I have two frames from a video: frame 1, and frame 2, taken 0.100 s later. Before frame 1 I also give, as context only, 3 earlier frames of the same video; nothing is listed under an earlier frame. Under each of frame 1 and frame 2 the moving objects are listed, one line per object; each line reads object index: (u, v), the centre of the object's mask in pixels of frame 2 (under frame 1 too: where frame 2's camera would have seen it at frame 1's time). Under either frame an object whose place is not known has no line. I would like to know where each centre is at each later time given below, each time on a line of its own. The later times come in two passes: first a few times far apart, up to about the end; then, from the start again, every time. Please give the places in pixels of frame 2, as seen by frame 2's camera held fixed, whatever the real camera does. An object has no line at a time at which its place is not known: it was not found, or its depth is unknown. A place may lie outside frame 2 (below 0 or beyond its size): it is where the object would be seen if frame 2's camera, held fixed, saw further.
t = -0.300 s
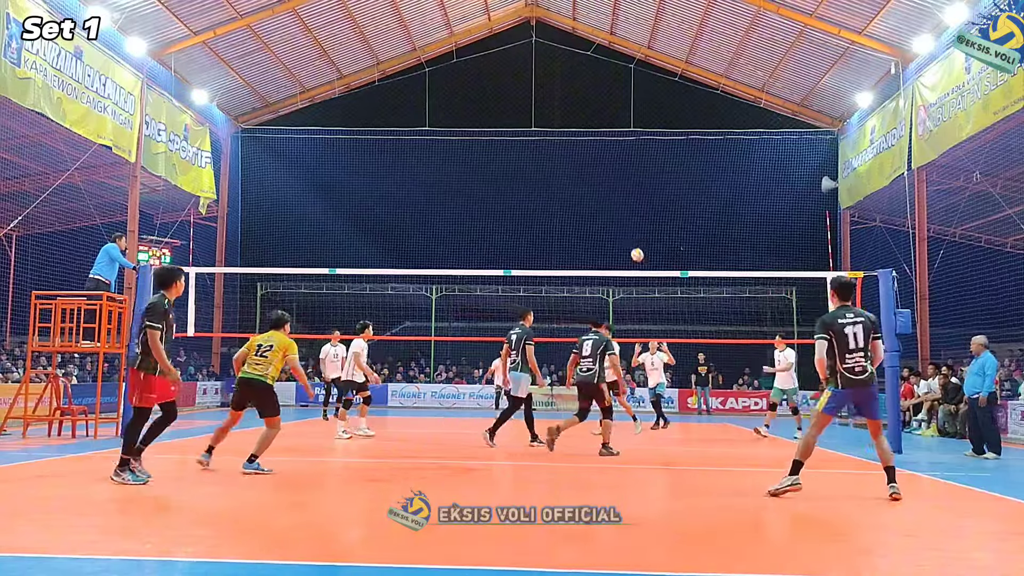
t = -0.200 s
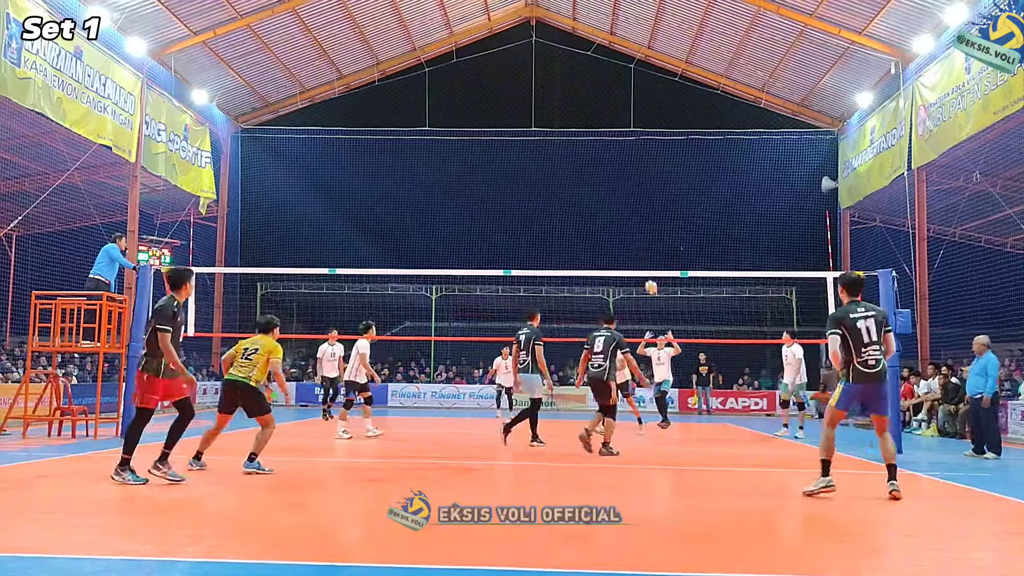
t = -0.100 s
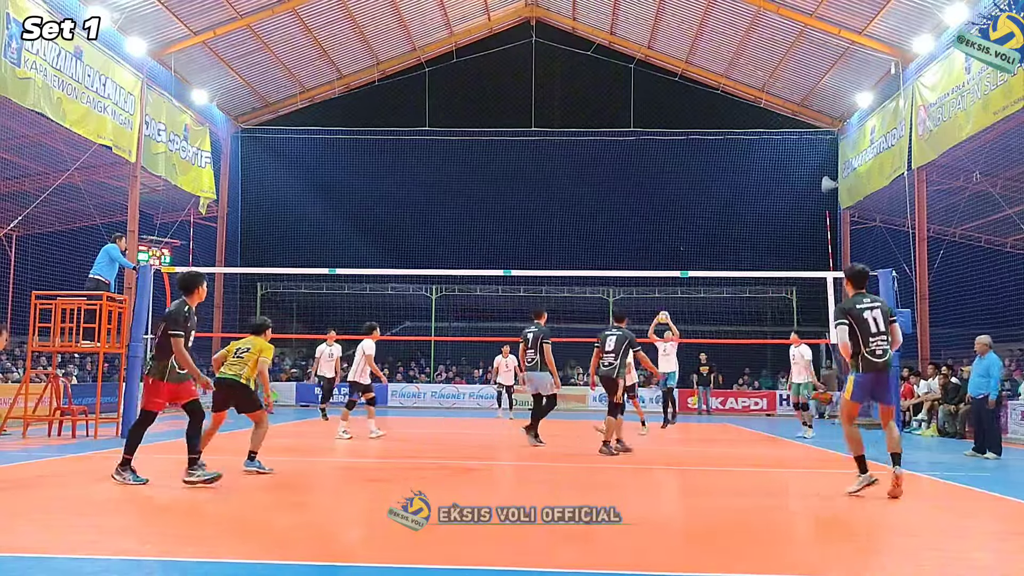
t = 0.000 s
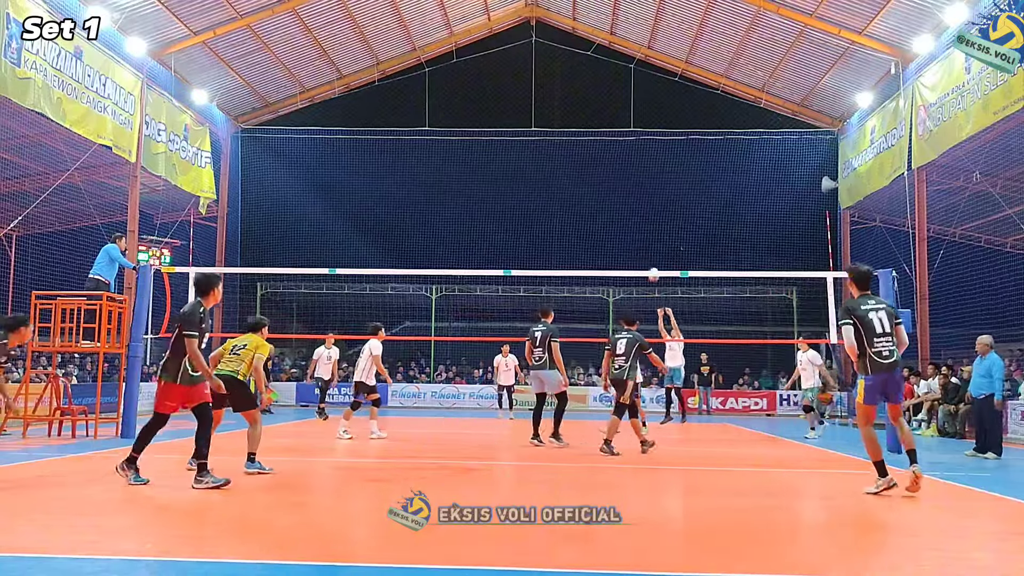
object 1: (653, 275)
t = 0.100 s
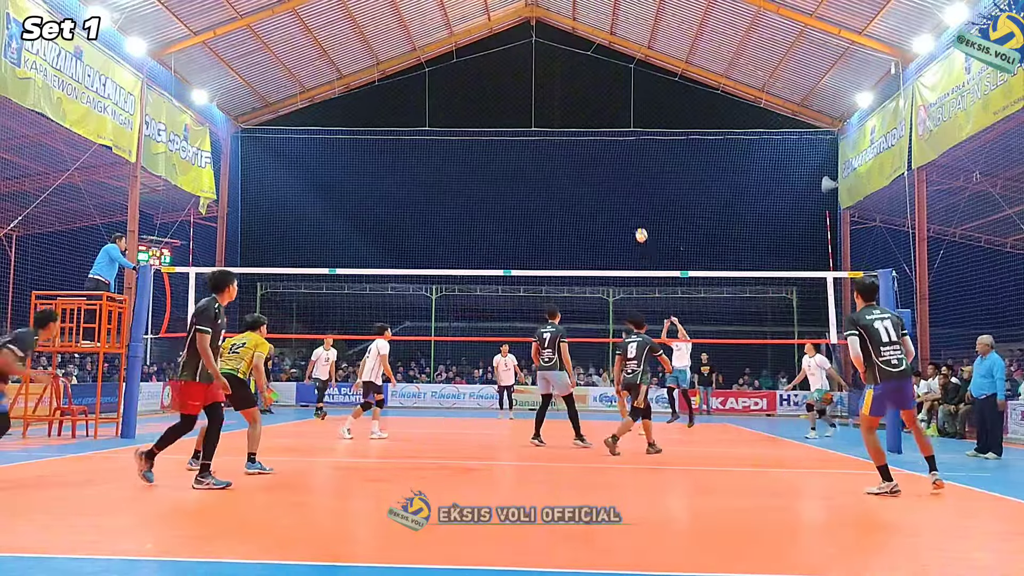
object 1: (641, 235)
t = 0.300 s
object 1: (618, 170)
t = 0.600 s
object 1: (581, 107)
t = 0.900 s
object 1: (541, 91)
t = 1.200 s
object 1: (498, 128)
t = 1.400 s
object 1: (467, 185)
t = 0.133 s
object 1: (638, 223)
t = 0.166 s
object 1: (633, 211)
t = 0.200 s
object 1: (629, 200)
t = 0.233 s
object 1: (625, 189)
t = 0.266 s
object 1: (621, 179)
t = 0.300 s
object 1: (618, 170)
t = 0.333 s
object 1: (614, 161)
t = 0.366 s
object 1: (610, 152)
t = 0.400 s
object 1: (606, 144)
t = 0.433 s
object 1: (602, 136)
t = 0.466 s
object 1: (598, 129)
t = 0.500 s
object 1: (594, 122)
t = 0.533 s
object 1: (590, 117)
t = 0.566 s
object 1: (585, 111)
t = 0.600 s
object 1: (581, 107)
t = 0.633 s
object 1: (577, 102)
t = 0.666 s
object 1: (572, 99)
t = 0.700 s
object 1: (568, 96)
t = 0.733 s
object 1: (564, 94)
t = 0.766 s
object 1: (559, 92)
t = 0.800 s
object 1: (555, 91)
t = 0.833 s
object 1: (550, 90)
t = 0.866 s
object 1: (546, 90)
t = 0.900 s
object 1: (541, 91)
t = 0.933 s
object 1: (537, 92)
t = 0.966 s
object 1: (532, 94)
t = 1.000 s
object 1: (527, 97)
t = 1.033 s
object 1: (522, 100)
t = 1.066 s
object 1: (517, 104)
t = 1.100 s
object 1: (513, 109)
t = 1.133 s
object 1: (508, 115)
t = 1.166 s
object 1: (503, 121)
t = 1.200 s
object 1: (498, 128)
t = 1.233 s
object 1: (493, 135)
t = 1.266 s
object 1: (488, 144)
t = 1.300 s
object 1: (483, 153)
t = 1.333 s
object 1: (477, 162)
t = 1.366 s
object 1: (472, 173)
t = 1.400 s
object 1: (467, 185)
